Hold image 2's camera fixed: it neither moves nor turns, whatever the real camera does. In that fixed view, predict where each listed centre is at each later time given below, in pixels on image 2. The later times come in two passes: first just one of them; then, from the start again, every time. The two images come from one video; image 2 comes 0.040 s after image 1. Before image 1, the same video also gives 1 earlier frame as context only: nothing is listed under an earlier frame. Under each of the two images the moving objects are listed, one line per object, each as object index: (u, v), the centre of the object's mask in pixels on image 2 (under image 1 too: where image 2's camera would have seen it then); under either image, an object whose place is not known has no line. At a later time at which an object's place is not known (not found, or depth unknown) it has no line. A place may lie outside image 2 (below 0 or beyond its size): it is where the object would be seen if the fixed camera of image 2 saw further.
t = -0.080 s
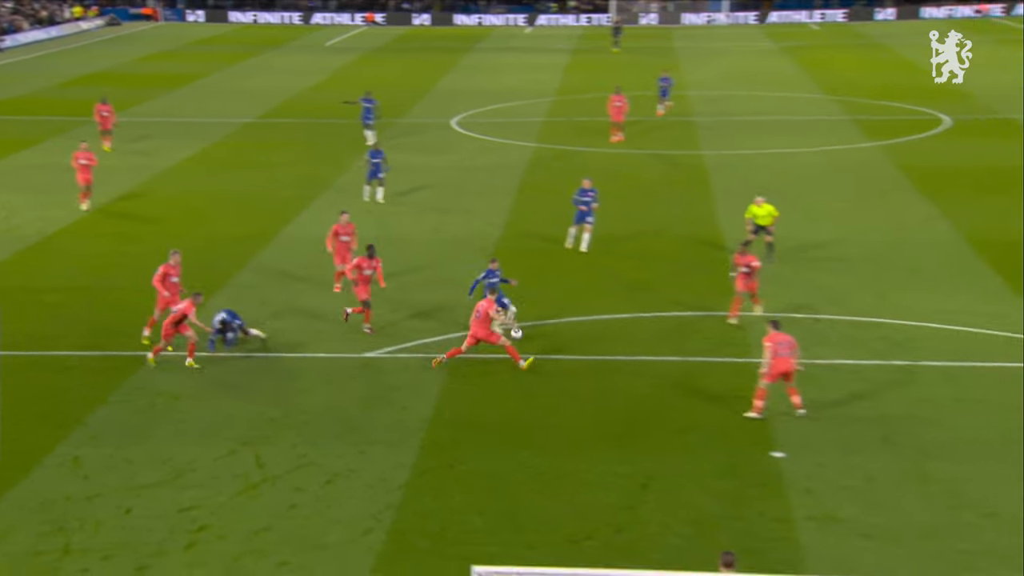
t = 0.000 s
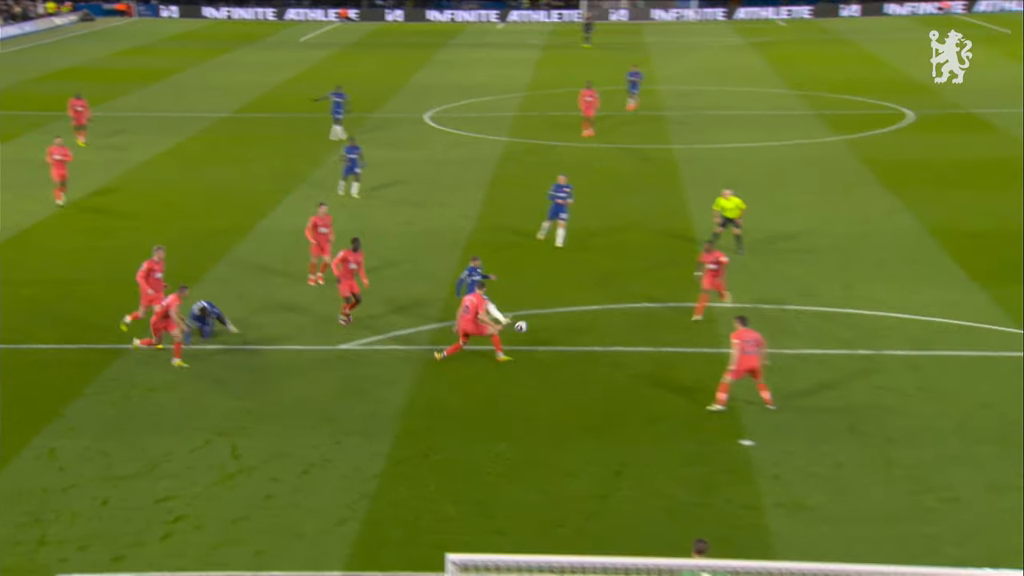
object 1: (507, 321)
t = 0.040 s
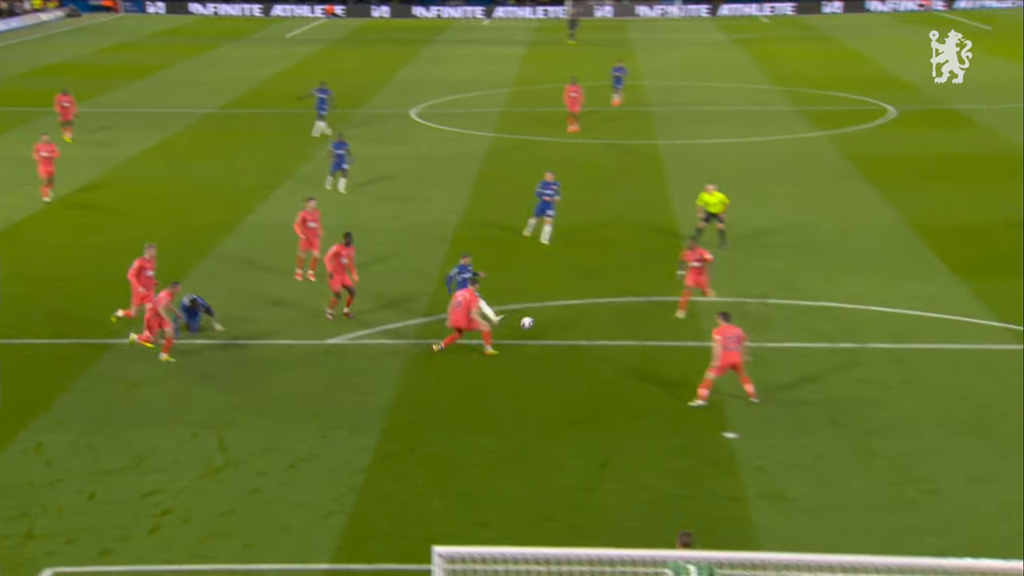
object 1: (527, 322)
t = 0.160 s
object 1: (591, 335)
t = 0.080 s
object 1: (548, 325)
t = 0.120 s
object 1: (569, 330)
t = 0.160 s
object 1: (591, 335)
